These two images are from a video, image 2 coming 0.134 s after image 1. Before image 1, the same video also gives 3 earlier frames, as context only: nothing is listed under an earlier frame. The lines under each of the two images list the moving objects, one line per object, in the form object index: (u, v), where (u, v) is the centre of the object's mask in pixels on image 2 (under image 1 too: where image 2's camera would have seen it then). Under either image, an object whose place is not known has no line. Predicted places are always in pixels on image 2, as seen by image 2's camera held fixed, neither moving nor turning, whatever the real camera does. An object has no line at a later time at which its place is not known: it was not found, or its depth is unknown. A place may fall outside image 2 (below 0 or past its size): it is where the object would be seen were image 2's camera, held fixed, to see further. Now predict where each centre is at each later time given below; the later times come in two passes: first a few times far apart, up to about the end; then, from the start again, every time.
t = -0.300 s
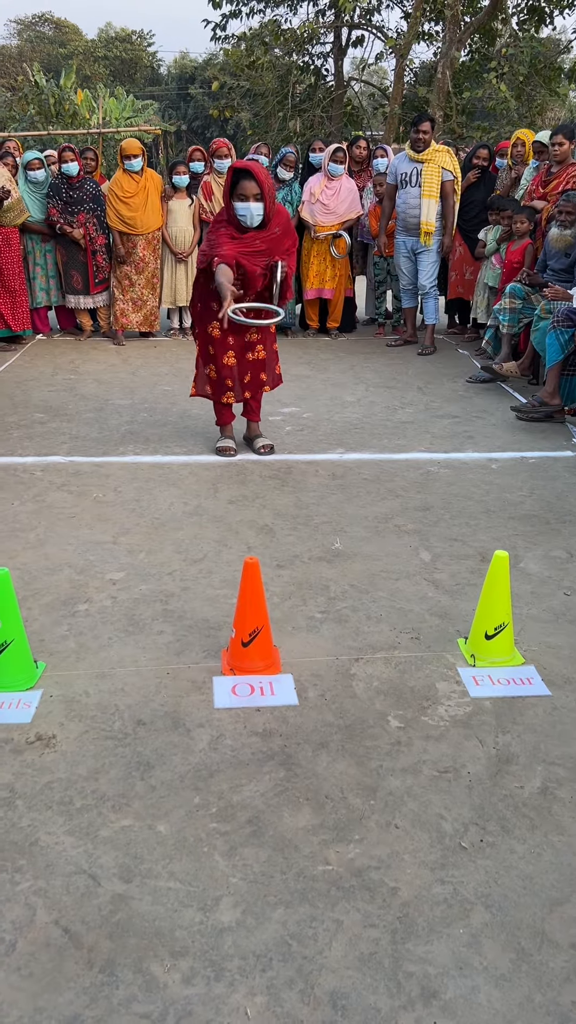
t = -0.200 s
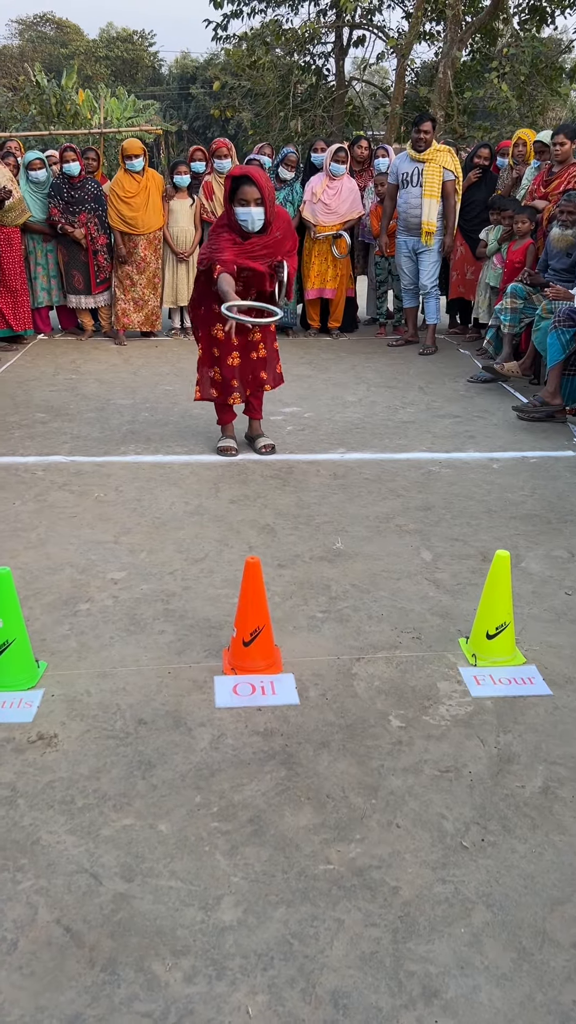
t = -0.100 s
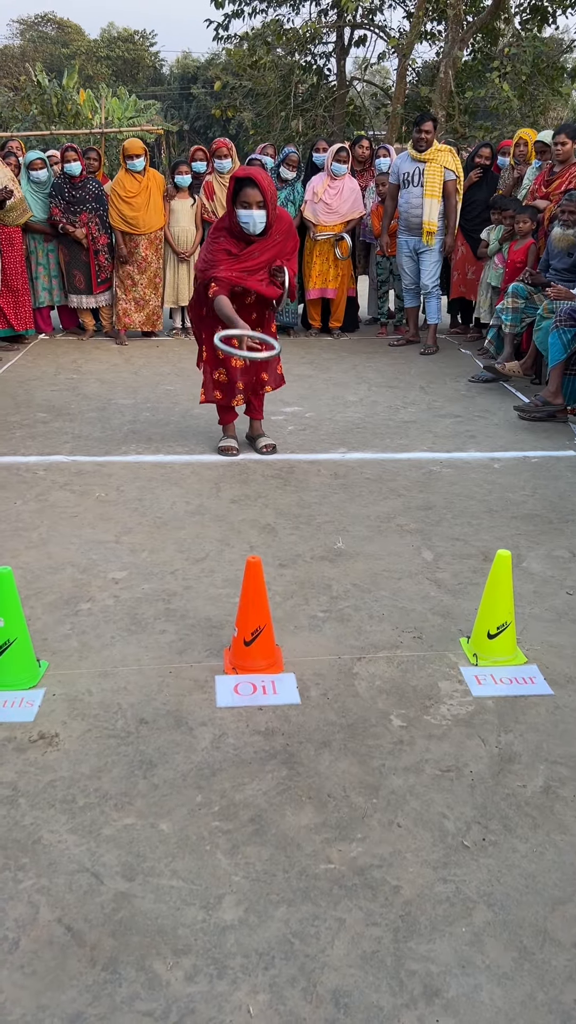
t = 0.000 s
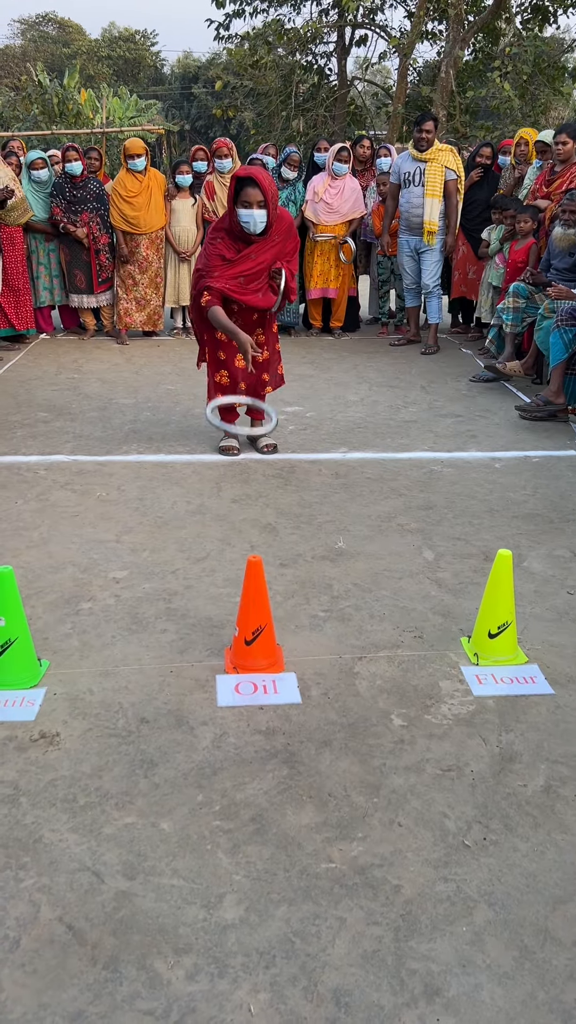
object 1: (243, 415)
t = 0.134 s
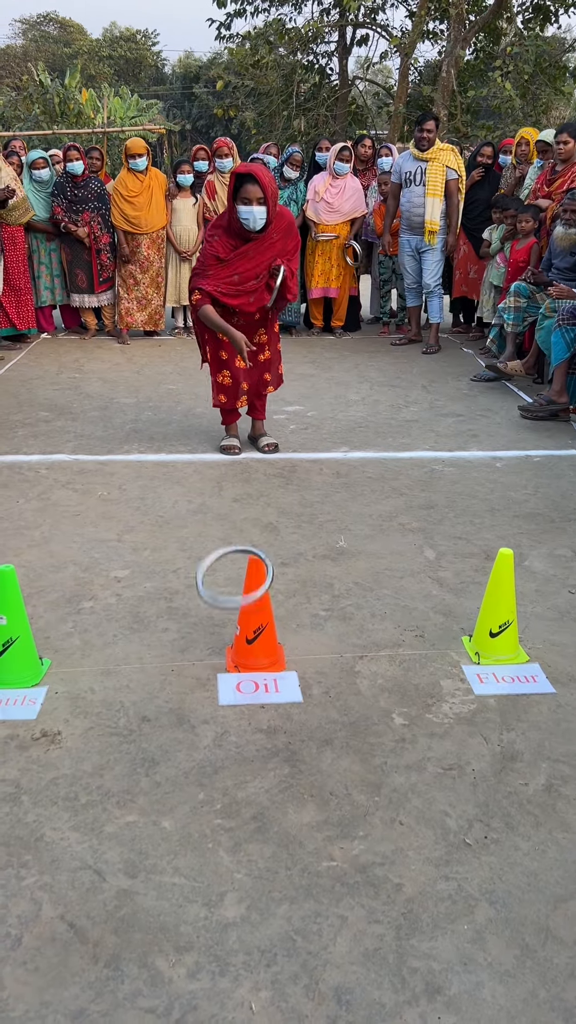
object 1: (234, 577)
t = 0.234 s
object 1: (238, 701)
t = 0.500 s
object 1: (220, 746)
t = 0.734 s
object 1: (168, 773)
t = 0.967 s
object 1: (121, 754)
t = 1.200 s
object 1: (117, 732)
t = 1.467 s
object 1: (152, 707)
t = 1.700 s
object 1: (192, 699)
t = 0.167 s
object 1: (236, 611)
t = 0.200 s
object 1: (228, 648)
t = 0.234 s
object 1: (238, 701)
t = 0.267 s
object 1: (238, 699)
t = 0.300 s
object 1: (235, 705)
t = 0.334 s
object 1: (234, 706)
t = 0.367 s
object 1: (235, 715)
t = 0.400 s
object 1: (234, 730)
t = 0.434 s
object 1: (230, 741)
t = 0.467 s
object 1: (224, 741)
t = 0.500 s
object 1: (220, 746)
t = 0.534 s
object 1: (215, 757)
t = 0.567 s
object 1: (204, 764)
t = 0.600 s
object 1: (195, 768)
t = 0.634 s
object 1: (189, 771)
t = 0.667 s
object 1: (185, 772)
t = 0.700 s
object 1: (178, 770)
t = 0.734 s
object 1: (168, 773)
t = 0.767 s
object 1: (158, 766)
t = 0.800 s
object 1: (150, 765)
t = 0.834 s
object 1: (142, 765)
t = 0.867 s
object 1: (137, 764)
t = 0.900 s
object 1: (132, 762)
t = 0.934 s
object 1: (127, 760)
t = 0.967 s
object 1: (121, 754)
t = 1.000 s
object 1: (117, 749)
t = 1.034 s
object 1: (114, 745)
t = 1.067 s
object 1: (114, 742)
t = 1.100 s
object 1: (114, 740)
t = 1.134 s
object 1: (115, 739)
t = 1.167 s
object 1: (116, 737)
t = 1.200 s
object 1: (117, 732)
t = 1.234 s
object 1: (118, 726)
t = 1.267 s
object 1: (122, 720)
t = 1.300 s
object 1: (126, 715)
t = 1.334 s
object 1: (131, 712)
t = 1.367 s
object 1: (137, 711)
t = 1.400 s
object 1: (142, 712)
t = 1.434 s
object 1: (148, 709)
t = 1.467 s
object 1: (152, 707)
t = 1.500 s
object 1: (157, 705)
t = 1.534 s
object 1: (163, 703)
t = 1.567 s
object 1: (170, 702)
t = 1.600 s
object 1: (176, 704)
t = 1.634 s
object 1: (181, 700)
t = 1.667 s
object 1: (187, 698)
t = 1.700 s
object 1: (192, 699)
